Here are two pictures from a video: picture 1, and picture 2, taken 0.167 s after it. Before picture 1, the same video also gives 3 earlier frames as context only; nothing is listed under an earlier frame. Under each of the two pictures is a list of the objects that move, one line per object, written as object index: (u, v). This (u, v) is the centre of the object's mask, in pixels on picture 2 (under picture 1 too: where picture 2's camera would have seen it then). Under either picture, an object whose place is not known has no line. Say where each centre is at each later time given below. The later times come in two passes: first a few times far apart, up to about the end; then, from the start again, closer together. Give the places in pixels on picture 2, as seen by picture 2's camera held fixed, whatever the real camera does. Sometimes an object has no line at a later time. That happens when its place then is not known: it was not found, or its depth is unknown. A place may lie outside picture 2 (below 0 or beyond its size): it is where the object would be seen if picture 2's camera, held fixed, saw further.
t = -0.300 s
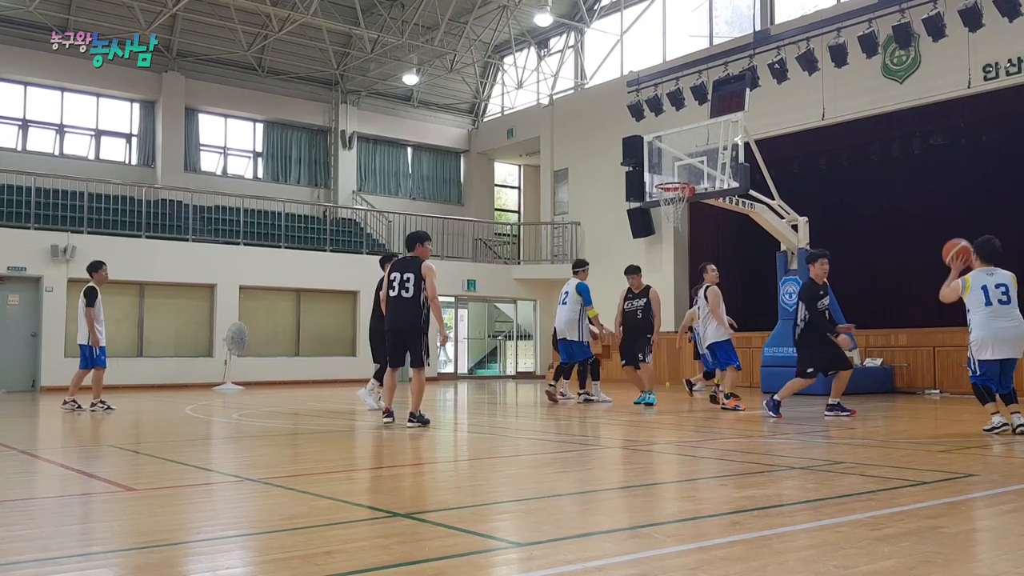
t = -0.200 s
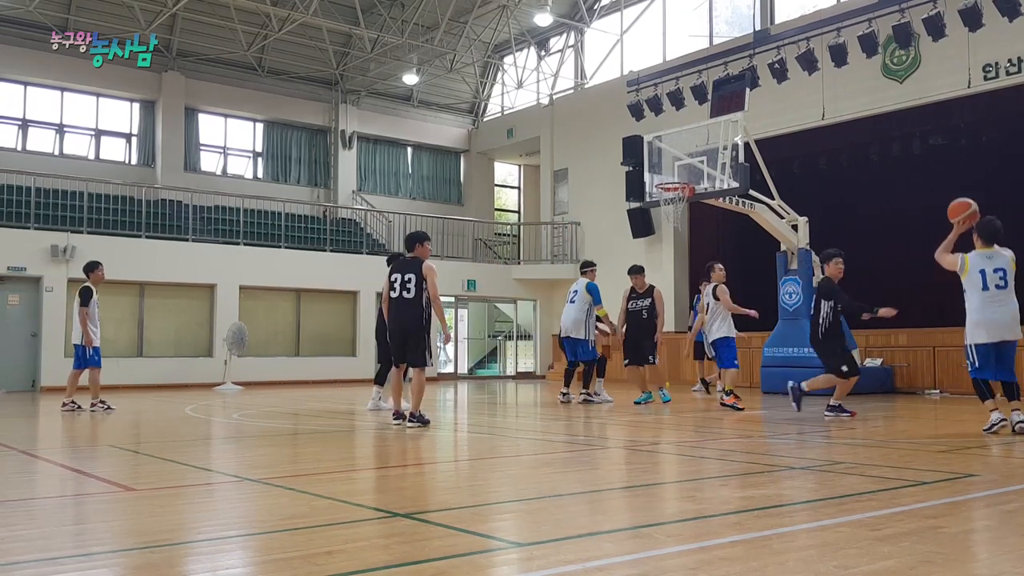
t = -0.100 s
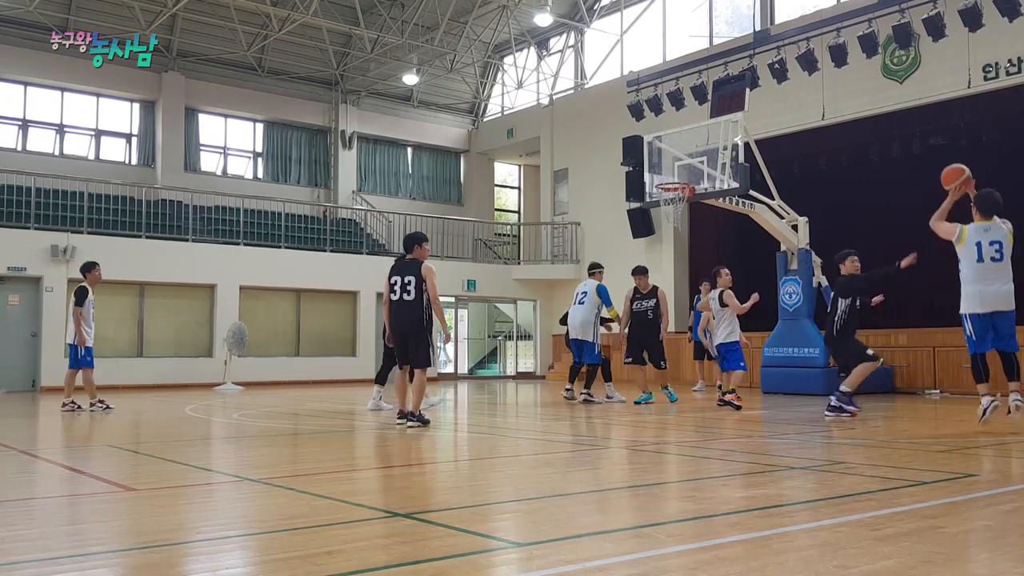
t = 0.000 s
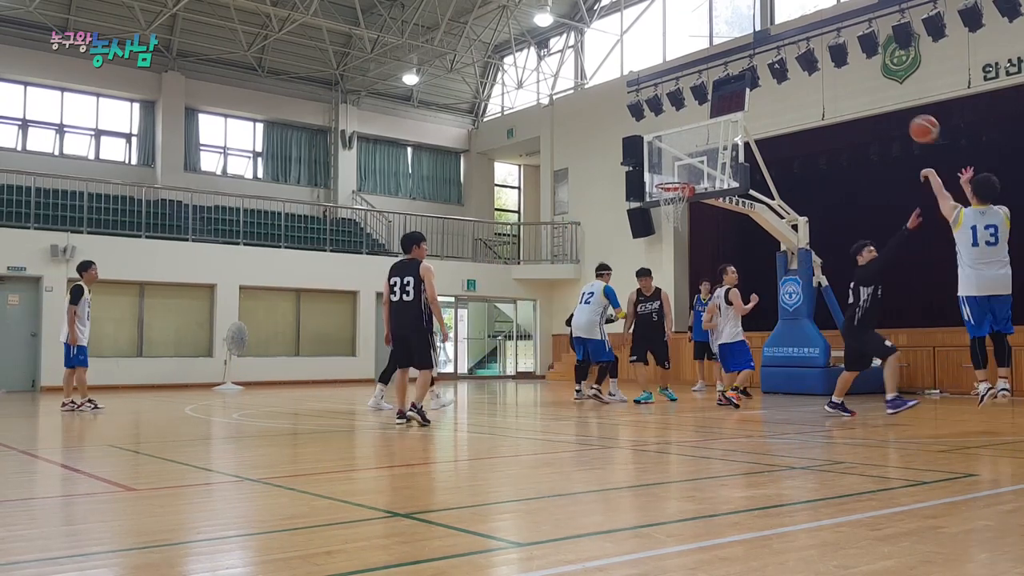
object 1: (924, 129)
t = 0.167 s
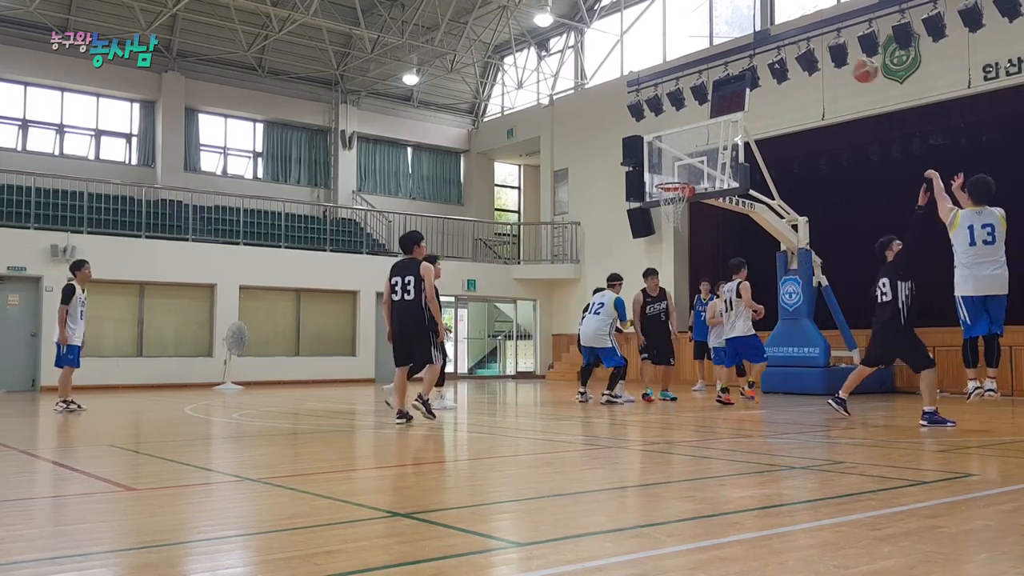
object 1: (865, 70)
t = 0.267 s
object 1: (836, 52)
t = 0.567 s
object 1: (761, 54)
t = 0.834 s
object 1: (712, 111)
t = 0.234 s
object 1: (844, 57)
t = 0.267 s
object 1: (836, 52)
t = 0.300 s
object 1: (826, 48)
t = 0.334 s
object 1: (817, 46)
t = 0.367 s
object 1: (808, 45)
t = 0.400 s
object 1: (800, 44)
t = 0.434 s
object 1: (791, 45)
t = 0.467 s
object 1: (784, 46)
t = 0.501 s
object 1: (776, 48)
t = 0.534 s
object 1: (769, 50)
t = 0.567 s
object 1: (761, 54)
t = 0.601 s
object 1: (755, 59)
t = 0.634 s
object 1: (748, 64)
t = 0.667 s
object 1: (742, 72)
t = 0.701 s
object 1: (735, 78)
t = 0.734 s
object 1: (729, 85)
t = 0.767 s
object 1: (723, 93)
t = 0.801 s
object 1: (717, 102)
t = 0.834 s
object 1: (712, 111)
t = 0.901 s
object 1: (701, 132)
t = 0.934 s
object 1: (696, 143)
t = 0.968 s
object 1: (691, 153)
